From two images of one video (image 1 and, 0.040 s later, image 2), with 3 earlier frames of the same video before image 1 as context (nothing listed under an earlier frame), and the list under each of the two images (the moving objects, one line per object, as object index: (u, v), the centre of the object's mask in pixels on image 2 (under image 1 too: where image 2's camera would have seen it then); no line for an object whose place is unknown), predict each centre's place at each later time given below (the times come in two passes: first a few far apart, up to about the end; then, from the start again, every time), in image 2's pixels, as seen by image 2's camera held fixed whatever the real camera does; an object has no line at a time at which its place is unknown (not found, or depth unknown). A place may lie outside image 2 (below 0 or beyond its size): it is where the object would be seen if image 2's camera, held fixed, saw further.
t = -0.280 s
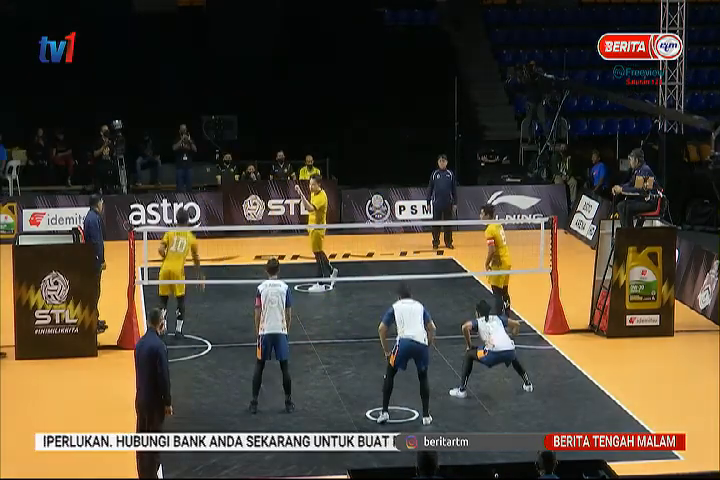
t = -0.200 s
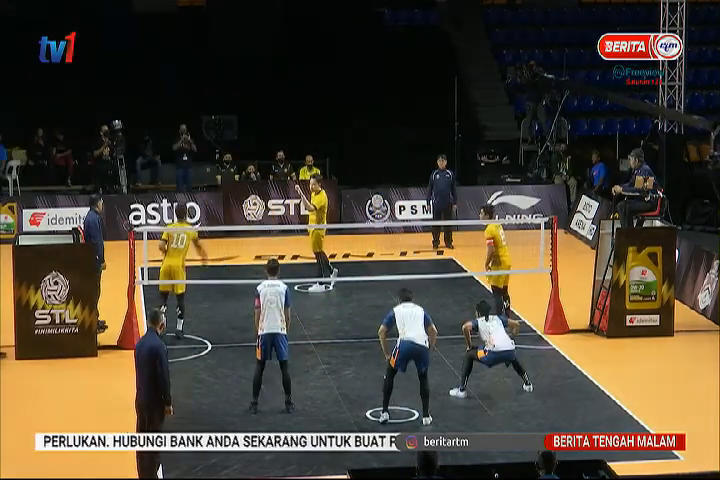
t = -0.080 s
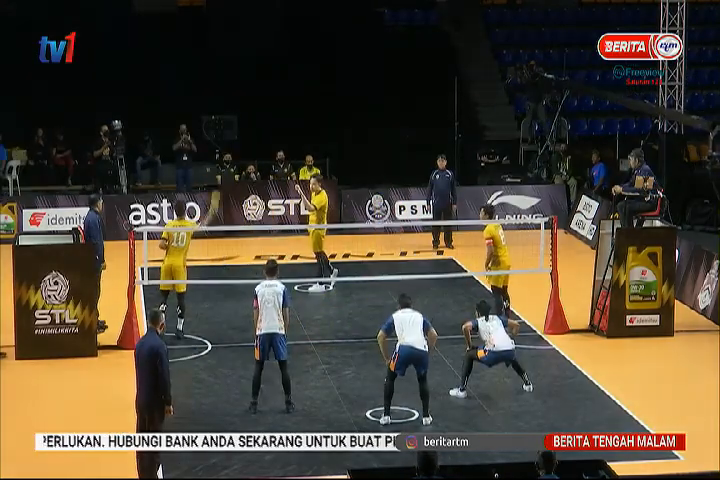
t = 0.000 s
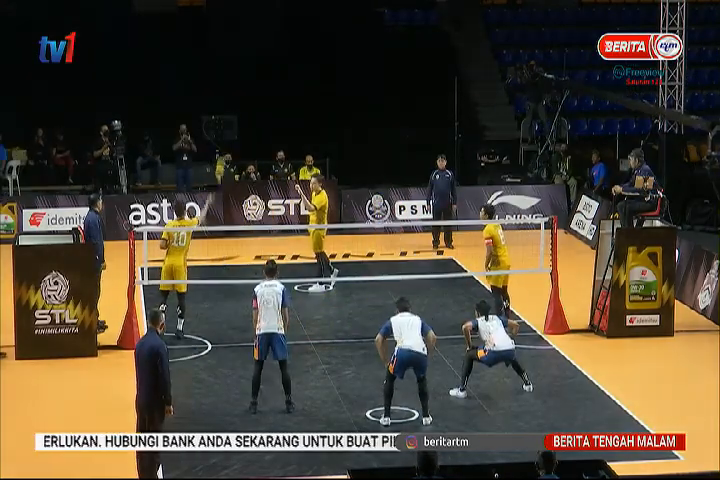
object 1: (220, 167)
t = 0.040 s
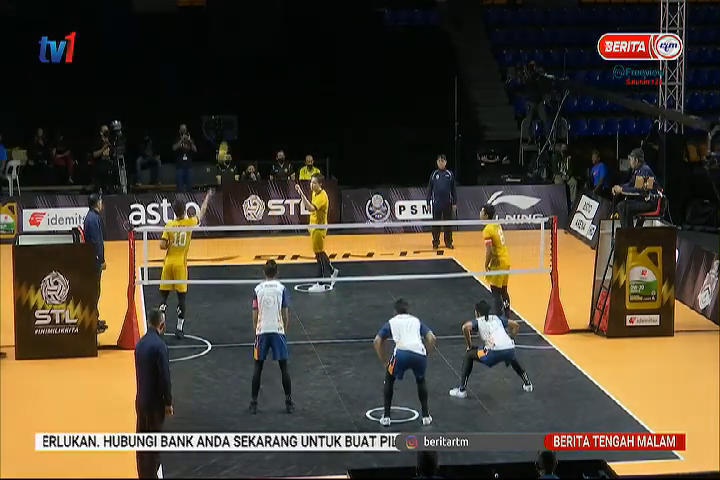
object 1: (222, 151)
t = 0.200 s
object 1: (233, 103)
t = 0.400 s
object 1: (247, 68)
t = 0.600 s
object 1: (259, 63)
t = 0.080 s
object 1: (225, 138)
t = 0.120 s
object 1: (228, 125)
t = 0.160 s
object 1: (231, 114)
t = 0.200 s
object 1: (233, 103)
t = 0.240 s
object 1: (236, 94)
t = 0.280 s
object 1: (238, 86)
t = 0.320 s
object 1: (241, 79)
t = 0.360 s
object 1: (244, 73)
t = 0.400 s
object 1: (247, 68)
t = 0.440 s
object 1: (249, 65)
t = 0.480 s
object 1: (252, 63)
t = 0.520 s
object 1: (254, 61)
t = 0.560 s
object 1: (257, 61)
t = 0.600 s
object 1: (259, 63)
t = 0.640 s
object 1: (262, 65)
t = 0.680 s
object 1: (265, 68)
